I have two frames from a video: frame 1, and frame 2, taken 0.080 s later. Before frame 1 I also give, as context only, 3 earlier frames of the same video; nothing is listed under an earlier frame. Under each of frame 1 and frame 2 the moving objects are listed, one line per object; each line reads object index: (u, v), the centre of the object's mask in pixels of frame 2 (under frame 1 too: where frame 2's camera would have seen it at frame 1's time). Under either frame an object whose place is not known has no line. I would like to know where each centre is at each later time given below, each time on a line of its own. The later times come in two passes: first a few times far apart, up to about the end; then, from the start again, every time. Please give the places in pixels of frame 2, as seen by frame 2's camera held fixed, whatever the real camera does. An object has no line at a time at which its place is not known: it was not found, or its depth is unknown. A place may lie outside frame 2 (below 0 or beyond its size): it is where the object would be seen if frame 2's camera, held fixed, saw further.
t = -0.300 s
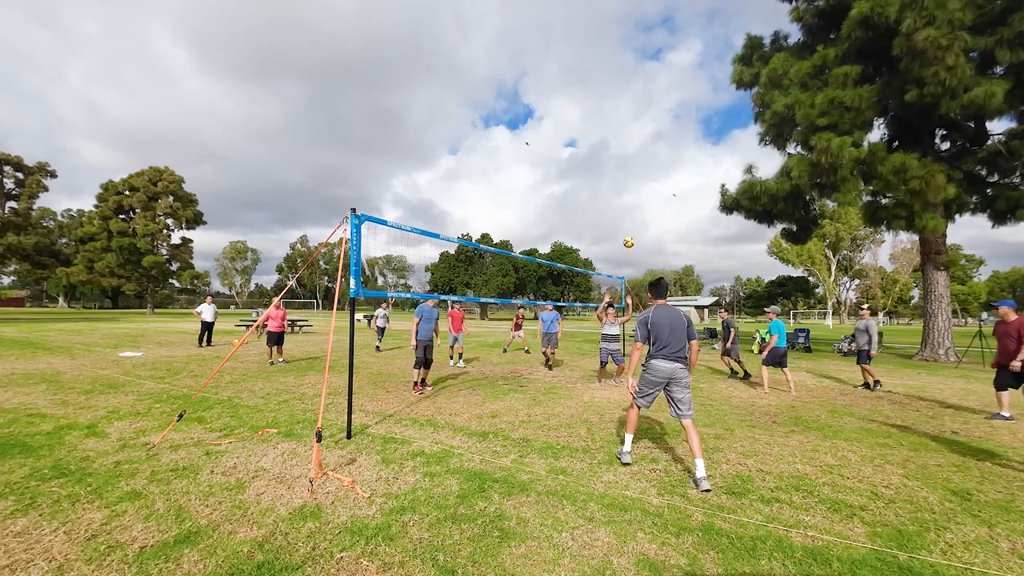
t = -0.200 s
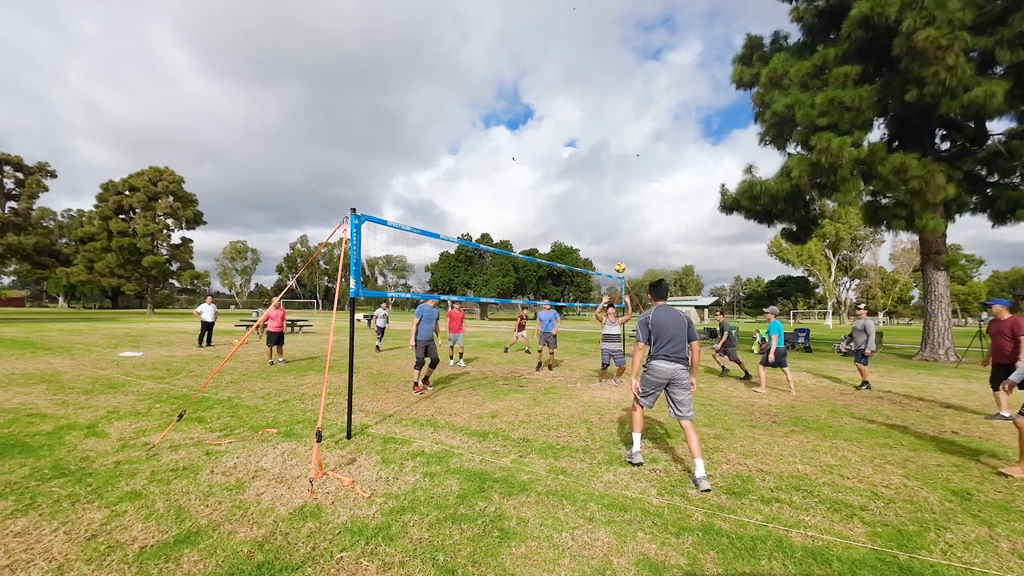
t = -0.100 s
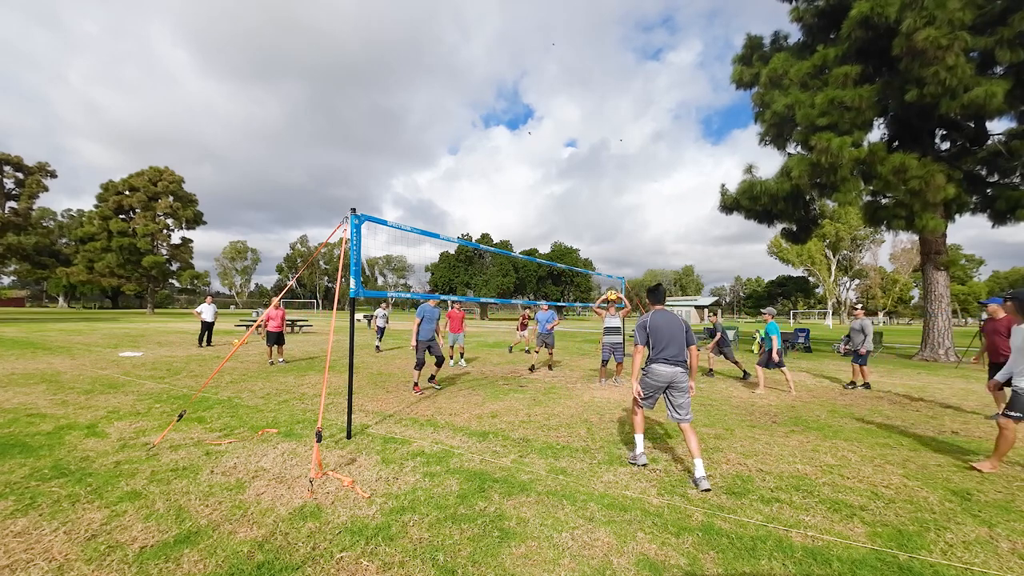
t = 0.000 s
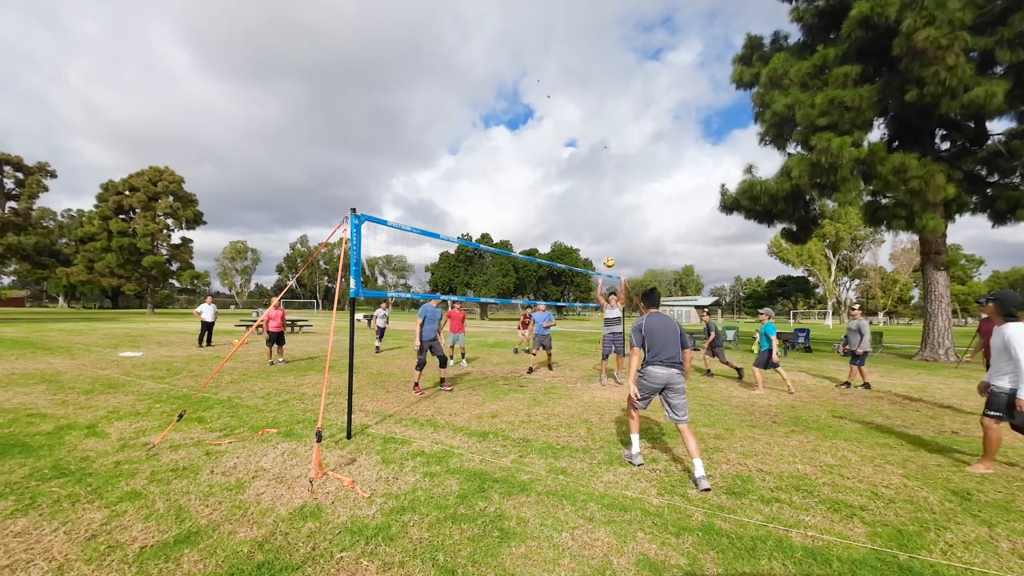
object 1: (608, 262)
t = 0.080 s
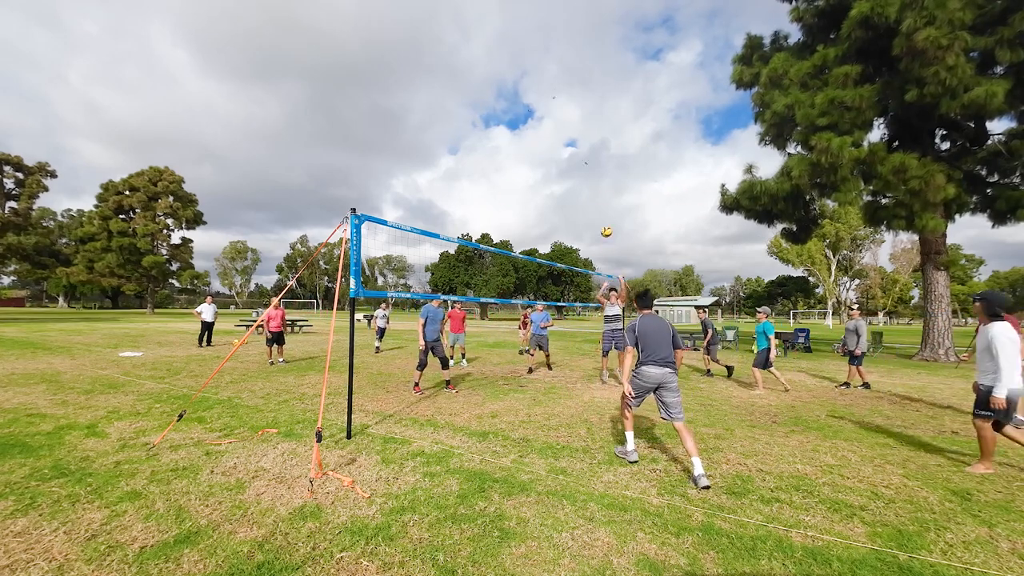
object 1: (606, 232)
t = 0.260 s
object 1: (599, 174)
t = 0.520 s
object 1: (588, 116)
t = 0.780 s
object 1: (576, 93)
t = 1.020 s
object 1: (562, 107)
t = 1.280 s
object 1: (545, 165)
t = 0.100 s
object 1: (605, 224)
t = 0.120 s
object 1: (605, 217)
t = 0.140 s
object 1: (604, 211)
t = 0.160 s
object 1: (603, 204)
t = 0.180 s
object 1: (602, 198)
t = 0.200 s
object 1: (602, 191)
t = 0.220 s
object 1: (601, 185)
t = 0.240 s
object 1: (600, 179)
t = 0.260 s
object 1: (599, 174)
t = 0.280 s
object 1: (598, 168)
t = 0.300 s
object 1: (597, 163)
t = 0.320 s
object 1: (597, 157)
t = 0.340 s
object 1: (596, 153)
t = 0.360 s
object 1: (595, 148)
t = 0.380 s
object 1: (594, 143)
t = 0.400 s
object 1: (594, 139)
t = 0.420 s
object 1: (593, 134)
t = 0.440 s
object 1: (592, 130)
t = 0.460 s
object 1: (591, 126)
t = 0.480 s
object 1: (590, 123)
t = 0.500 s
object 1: (589, 119)
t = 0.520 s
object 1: (588, 116)
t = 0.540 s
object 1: (588, 113)
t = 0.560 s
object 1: (586, 110)
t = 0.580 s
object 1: (586, 107)
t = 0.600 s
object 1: (585, 105)
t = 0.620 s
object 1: (584, 103)
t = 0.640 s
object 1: (583, 101)
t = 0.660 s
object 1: (582, 99)
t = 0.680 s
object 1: (581, 98)
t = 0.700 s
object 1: (580, 96)
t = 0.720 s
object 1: (579, 95)
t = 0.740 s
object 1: (578, 94)
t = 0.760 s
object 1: (577, 94)
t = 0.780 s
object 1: (576, 93)
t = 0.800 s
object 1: (575, 93)
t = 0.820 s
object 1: (574, 93)
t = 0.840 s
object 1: (572, 93)
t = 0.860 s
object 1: (571, 94)
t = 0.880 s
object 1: (570, 94)
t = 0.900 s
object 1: (569, 95)
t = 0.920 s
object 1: (568, 97)
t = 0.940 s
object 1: (567, 98)
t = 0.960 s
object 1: (566, 100)
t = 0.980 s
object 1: (564, 102)
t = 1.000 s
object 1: (563, 105)
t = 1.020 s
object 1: (562, 107)
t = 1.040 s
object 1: (561, 110)
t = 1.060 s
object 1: (560, 113)
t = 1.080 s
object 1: (558, 116)
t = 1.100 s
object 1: (557, 120)
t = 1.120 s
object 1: (556, 124)
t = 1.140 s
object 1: (555, 128)
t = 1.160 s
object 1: (553, 132)
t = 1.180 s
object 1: (552, 137)
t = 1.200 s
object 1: (551, 142)
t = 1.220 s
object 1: (549, 147)
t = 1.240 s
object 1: (548, 153)
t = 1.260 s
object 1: (546, 159)
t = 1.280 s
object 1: (545, 165)
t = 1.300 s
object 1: (544, 172)
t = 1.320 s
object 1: (543, 179)
